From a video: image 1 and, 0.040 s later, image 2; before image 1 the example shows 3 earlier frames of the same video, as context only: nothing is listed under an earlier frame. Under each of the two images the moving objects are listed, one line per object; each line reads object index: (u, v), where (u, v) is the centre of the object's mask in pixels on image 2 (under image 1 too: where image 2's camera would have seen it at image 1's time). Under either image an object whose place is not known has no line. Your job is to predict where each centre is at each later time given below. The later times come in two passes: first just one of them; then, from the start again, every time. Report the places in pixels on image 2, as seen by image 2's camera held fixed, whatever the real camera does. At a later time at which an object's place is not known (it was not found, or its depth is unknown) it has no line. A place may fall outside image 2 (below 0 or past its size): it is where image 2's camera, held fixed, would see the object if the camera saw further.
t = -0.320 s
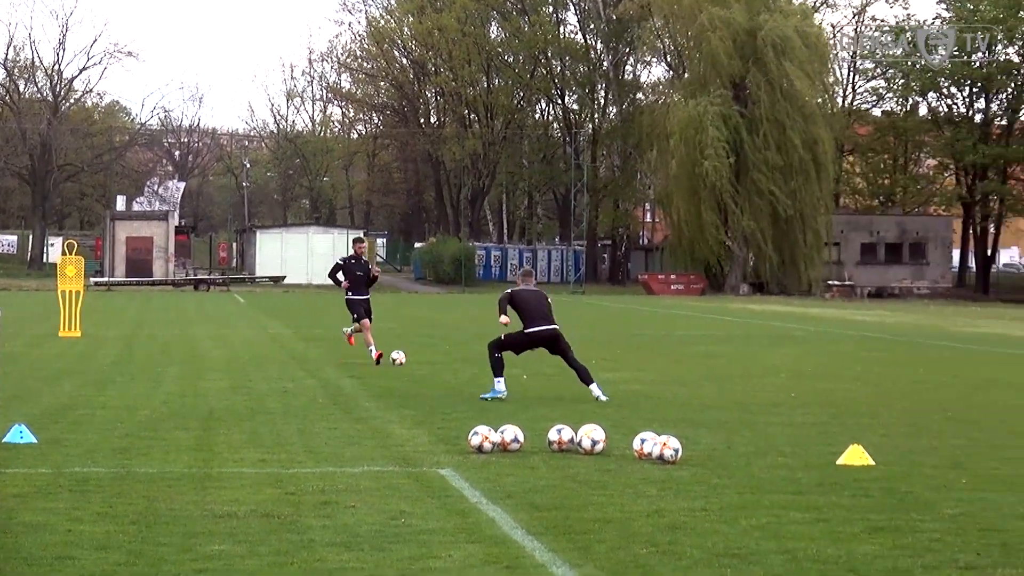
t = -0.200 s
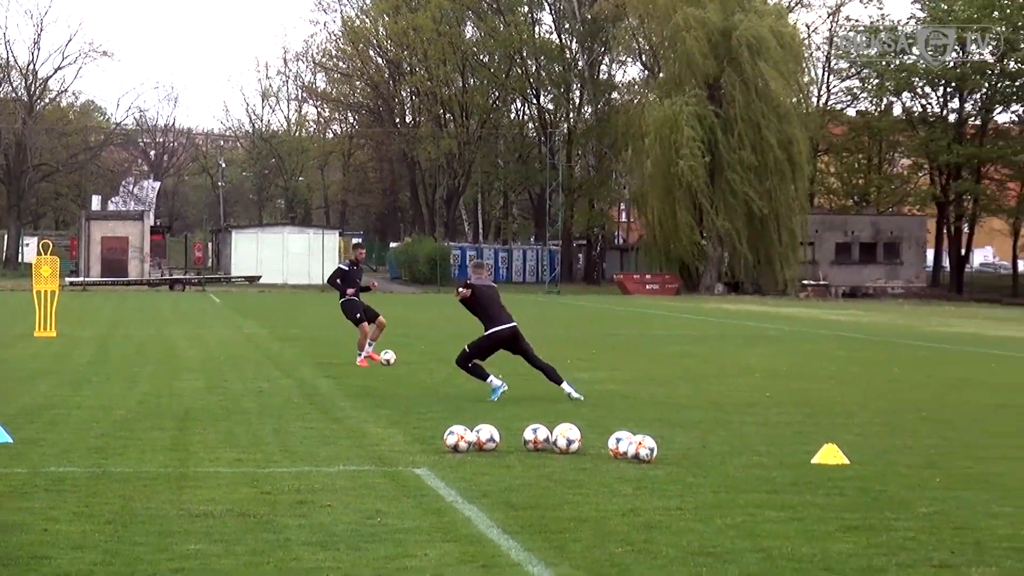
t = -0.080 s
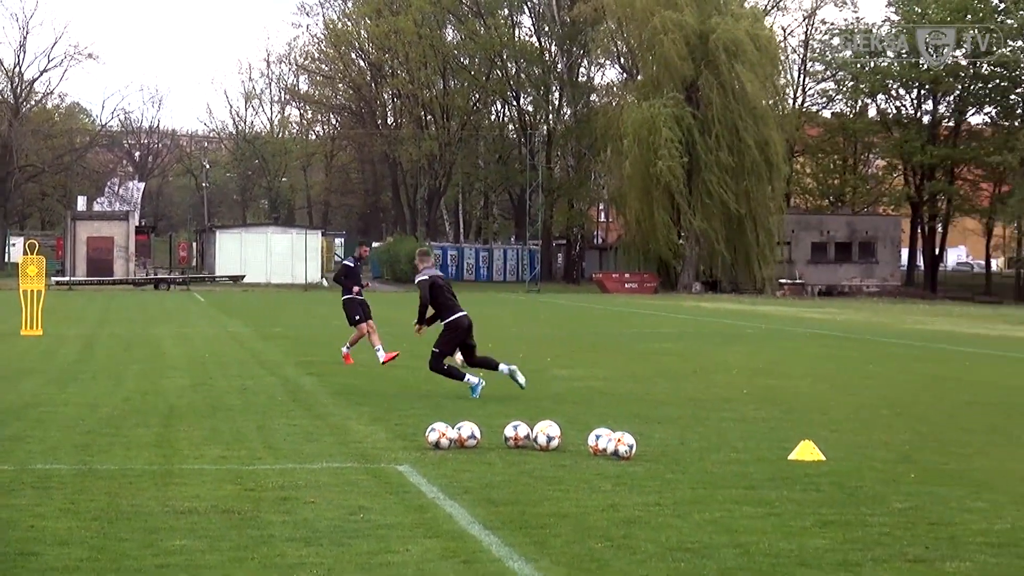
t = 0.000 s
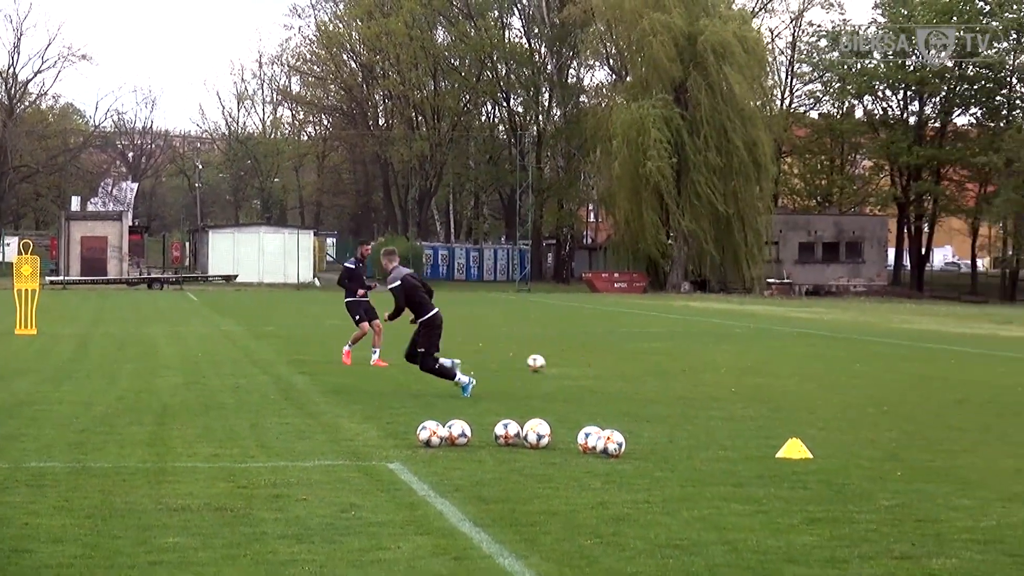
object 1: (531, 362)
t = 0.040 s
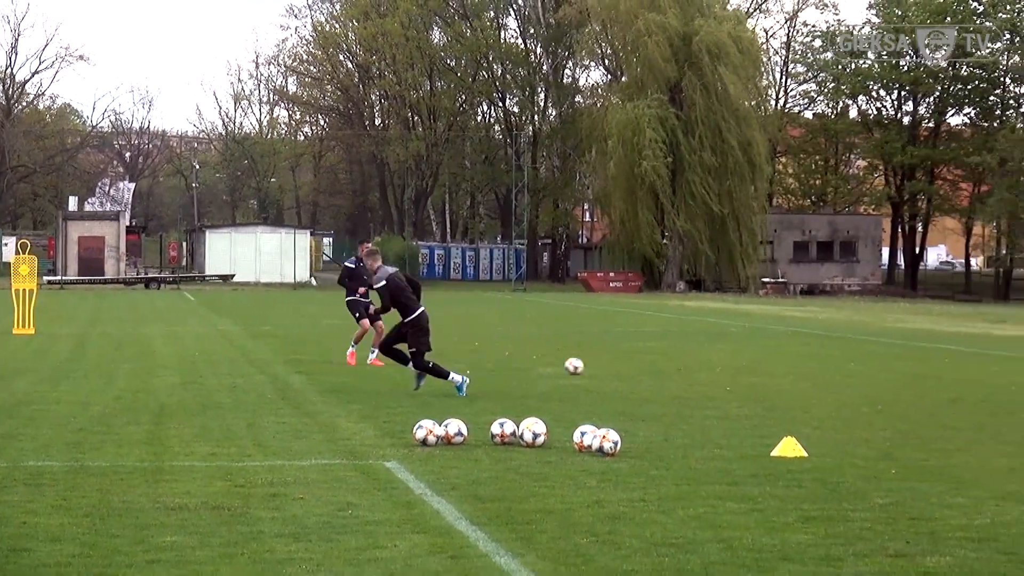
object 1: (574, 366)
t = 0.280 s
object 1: (836, 380)
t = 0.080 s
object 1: (617, 369)
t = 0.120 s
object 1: (659, 369)
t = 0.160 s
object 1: (702, 372)
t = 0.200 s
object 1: (747, 375)
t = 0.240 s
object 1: (791, 378)
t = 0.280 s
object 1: (836, 380)
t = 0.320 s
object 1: (882, 382)
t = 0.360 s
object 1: (930, 385)
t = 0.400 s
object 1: (977, 387)
